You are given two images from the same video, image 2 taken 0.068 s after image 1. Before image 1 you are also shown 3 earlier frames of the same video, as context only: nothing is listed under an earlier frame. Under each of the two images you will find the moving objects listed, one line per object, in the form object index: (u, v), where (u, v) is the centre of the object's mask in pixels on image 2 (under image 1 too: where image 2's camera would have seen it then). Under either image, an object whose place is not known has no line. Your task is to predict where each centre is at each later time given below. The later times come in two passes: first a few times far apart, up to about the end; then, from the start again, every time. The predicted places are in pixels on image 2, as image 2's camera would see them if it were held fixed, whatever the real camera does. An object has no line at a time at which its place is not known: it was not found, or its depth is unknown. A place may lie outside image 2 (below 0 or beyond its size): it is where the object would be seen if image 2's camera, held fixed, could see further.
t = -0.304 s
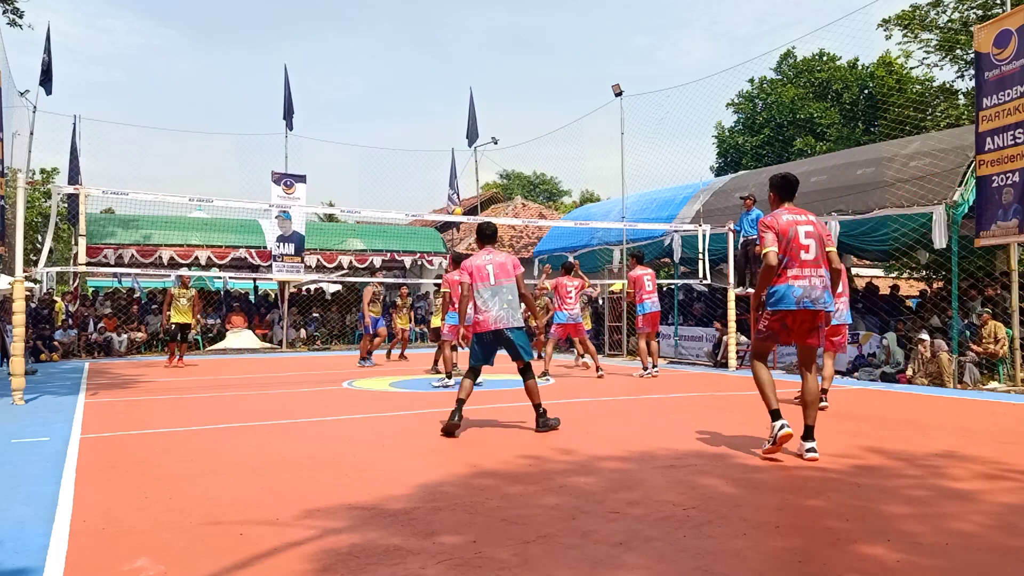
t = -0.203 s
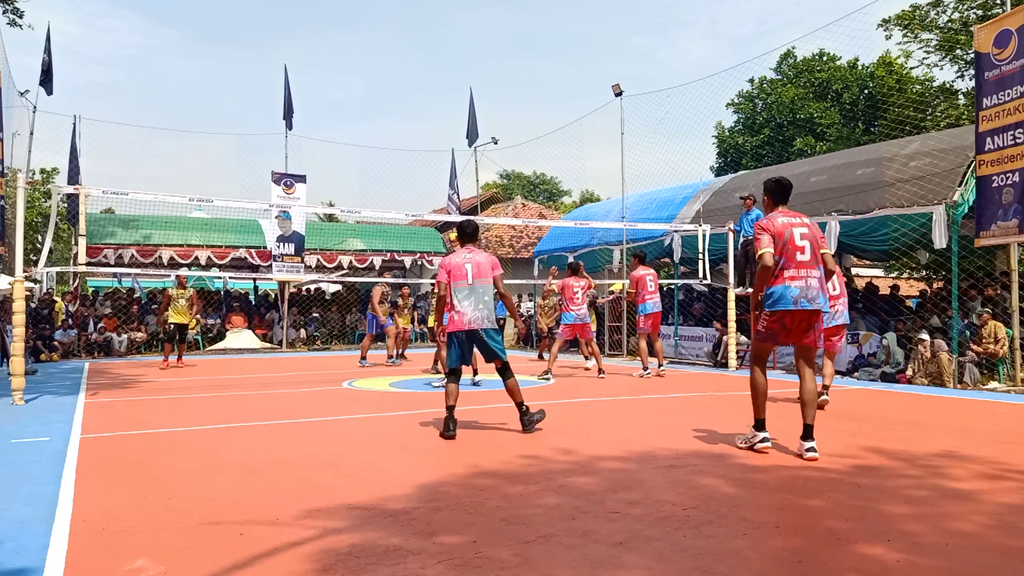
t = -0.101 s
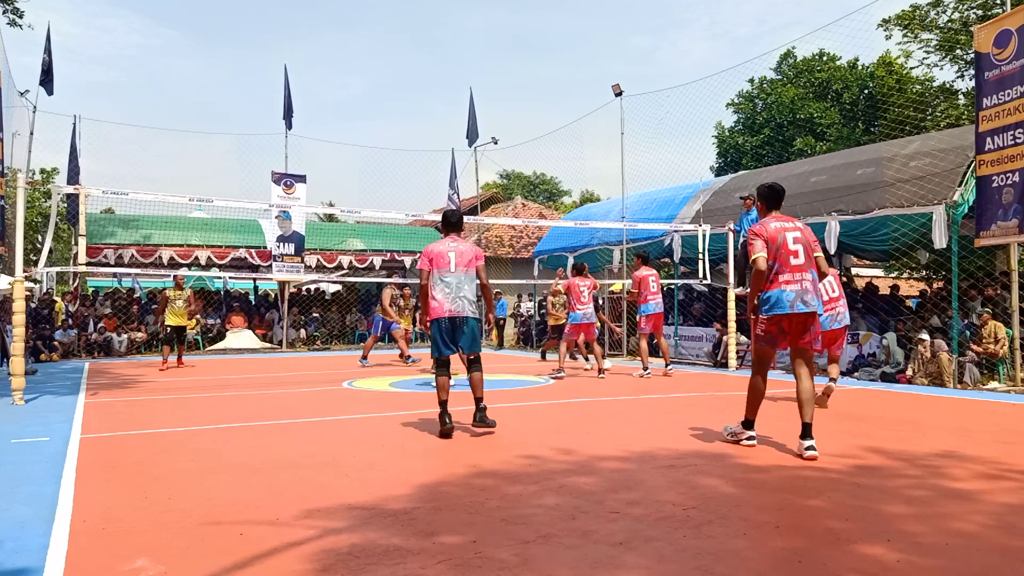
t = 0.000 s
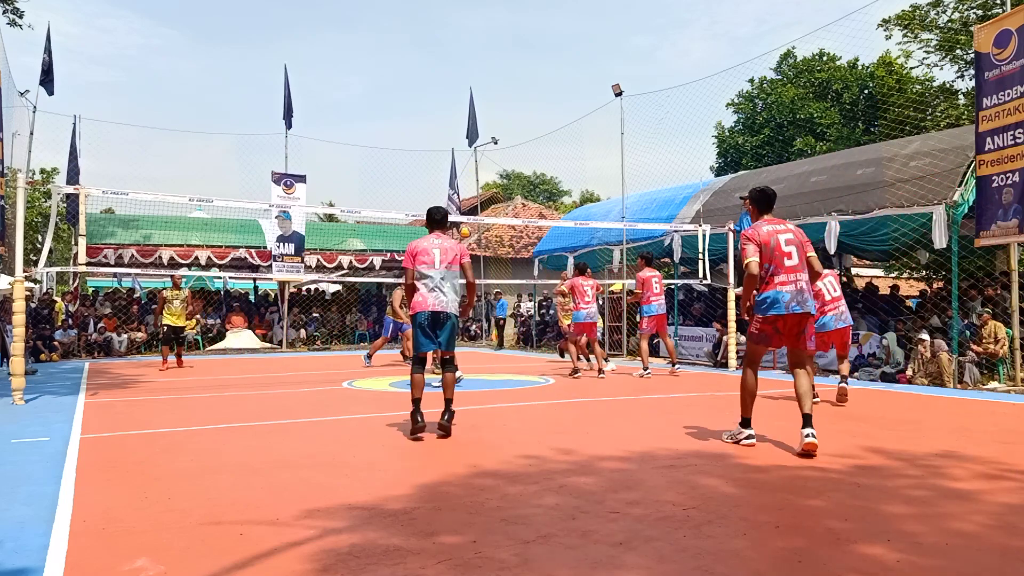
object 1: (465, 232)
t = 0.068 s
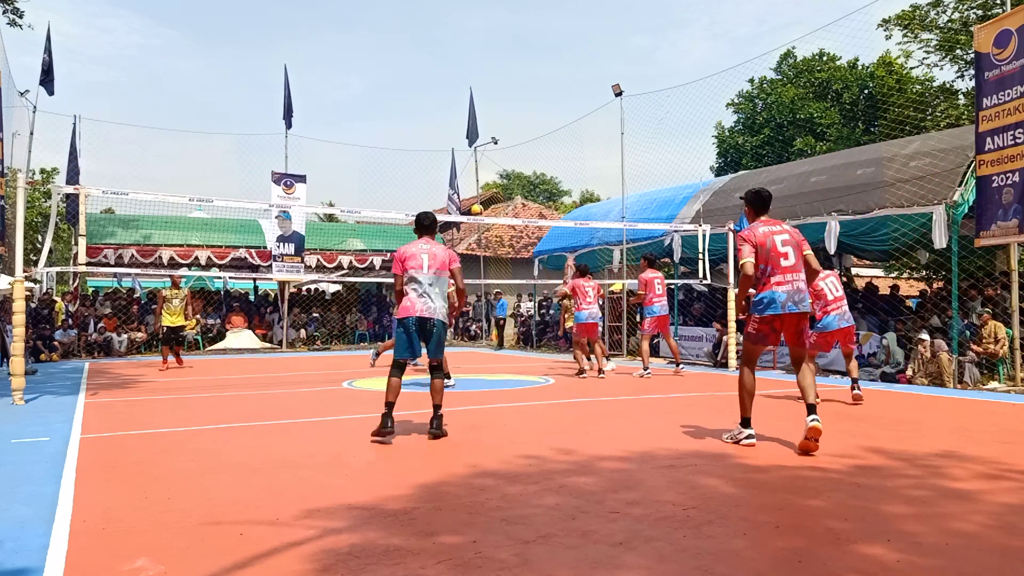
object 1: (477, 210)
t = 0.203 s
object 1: (500, 176)
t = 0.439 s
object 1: (539, 146)
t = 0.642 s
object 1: (571, 145)
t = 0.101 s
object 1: (483, 200)
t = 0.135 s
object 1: (488, 192)
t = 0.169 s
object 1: (494, 183)
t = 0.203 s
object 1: (500, 176)
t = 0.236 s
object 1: (506, 170)
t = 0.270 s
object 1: (511, 164)
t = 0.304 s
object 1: (517, 159)
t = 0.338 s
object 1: (522, 155)
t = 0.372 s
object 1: (528, 151)
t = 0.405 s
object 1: (533, 148)
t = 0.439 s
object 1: (539, 146)
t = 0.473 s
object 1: (544, 143)
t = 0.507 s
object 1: (550, 142)
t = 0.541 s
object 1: (555, 142)
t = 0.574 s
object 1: (560, 142)
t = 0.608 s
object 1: (566, 143)
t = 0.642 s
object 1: (571, 145)
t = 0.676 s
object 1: (577, 147)
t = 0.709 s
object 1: (582, 150)
